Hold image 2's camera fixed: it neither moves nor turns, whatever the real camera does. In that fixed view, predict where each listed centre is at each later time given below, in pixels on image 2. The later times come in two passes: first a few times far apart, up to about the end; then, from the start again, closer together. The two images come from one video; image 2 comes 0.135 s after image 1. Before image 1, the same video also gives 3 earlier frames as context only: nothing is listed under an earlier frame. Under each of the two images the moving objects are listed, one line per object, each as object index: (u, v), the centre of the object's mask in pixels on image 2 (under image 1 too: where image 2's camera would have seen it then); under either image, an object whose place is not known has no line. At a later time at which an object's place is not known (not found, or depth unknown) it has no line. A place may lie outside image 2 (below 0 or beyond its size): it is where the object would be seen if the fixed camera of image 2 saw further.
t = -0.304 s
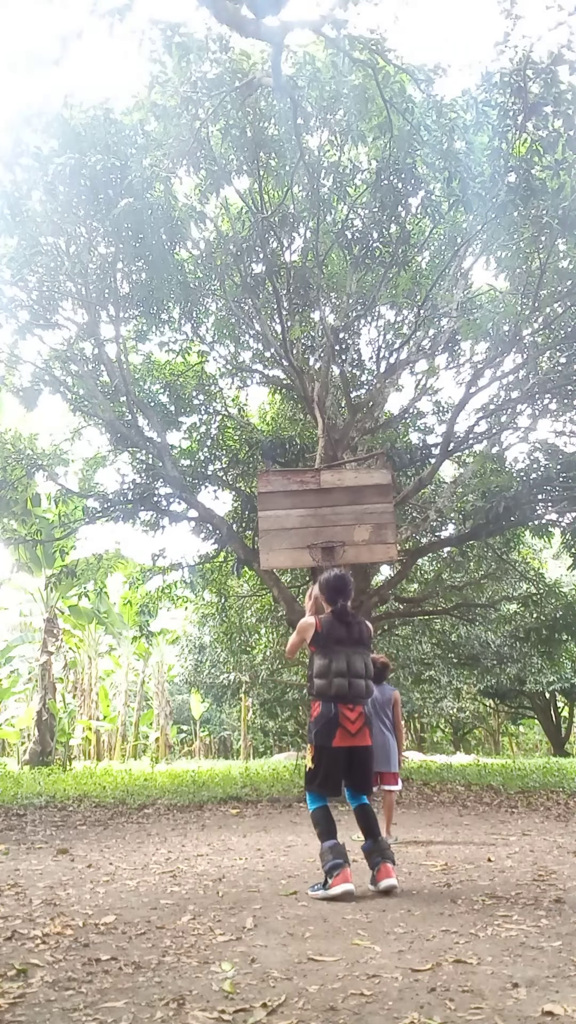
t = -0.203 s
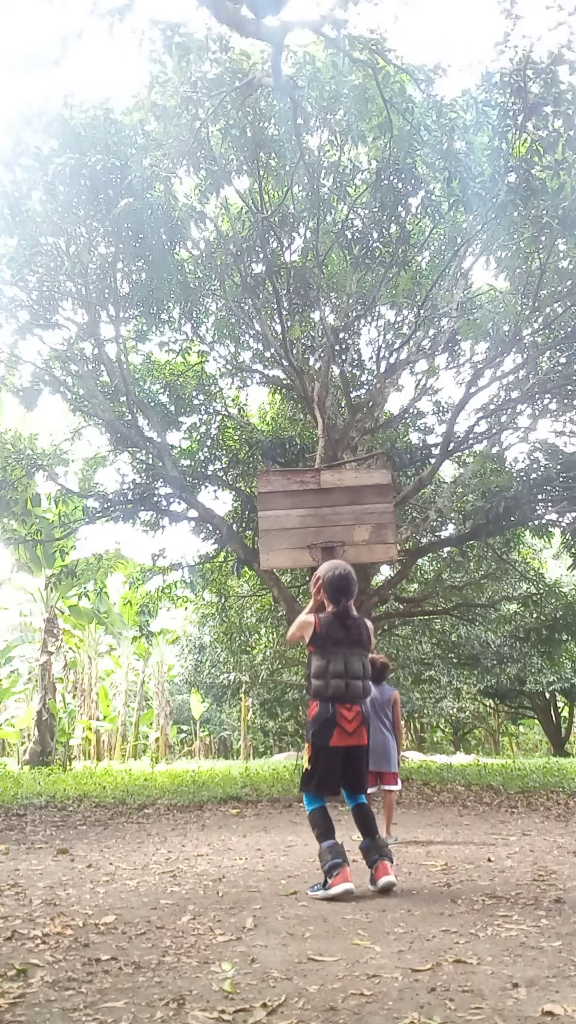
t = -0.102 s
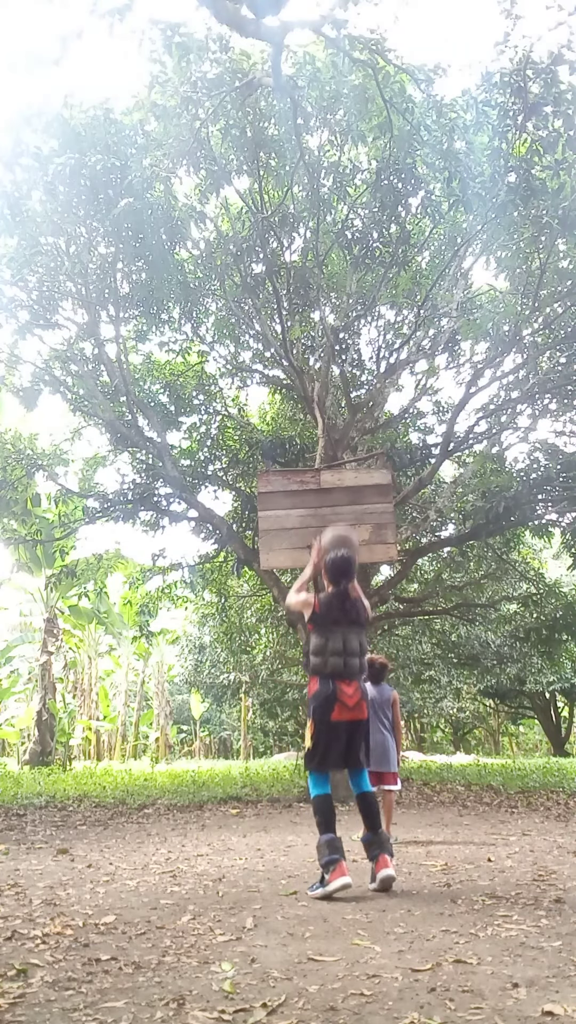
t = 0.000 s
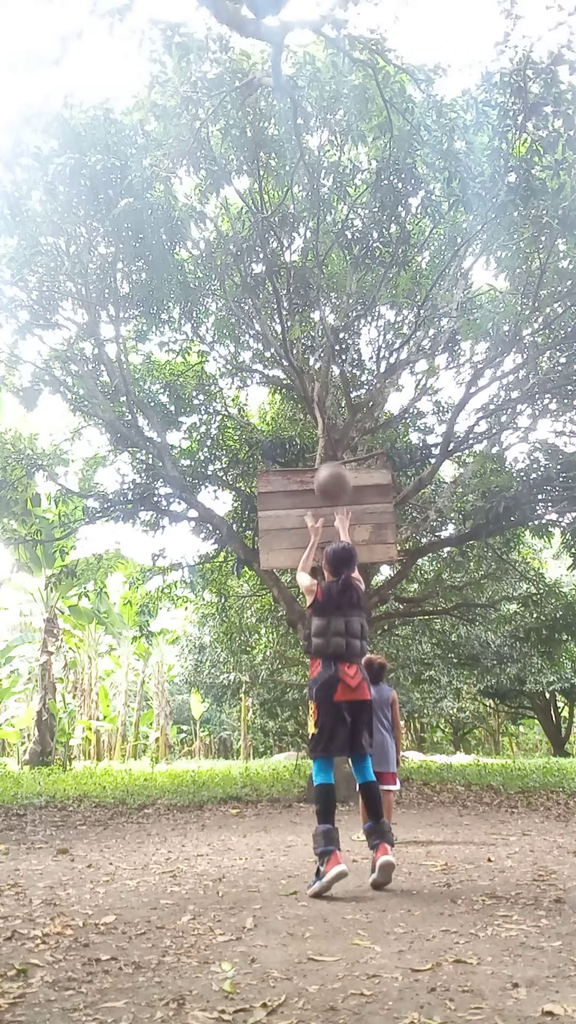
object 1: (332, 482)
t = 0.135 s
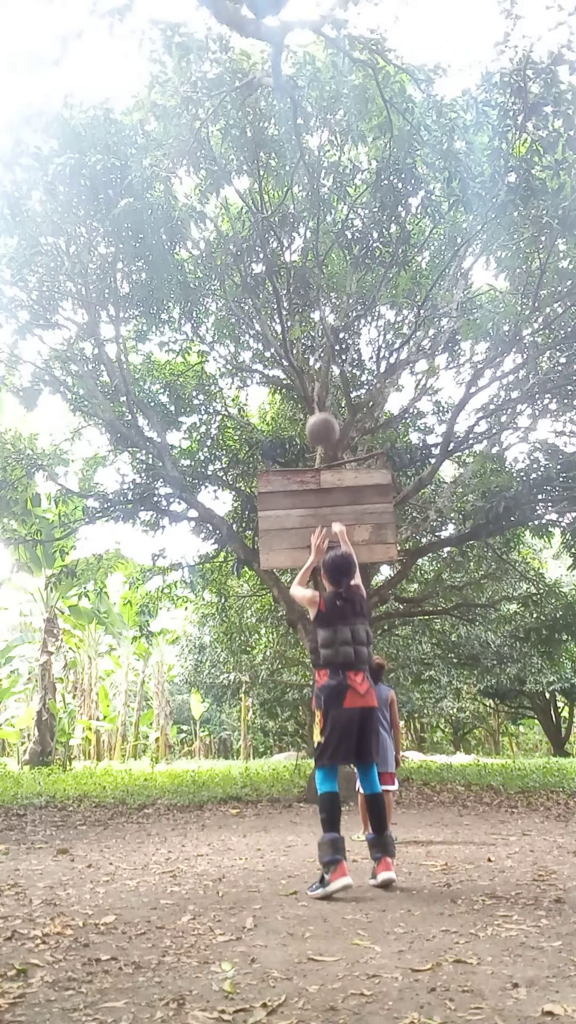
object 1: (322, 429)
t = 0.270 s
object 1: (315, 409)
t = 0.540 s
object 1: (309, 431)
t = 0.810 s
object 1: (311, 508)
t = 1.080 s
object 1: (354, 517)
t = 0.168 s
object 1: (320, 422)
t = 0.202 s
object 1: (318, 416)
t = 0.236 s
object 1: (317, 412)
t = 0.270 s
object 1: (315, 409)
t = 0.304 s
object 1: (314, 408)
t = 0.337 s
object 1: (313, 408)
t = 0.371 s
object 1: (312, 409)
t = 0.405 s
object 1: (311, 411)
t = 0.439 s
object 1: (311, 415)
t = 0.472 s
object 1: (310, 419)
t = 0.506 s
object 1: (310, 424)
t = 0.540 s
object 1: (309, 431)
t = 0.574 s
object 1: (309, 439)
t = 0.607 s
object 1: (309, 447)
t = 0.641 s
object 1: (309, 455)
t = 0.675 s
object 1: (309, 465)
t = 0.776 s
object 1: (309, 497)
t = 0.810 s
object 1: (311, 508)
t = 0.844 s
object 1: (311, 522)
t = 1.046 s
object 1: (348, 521)
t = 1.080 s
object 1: (354, 517)
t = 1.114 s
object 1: (360, 514)
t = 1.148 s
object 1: (366, 513)
